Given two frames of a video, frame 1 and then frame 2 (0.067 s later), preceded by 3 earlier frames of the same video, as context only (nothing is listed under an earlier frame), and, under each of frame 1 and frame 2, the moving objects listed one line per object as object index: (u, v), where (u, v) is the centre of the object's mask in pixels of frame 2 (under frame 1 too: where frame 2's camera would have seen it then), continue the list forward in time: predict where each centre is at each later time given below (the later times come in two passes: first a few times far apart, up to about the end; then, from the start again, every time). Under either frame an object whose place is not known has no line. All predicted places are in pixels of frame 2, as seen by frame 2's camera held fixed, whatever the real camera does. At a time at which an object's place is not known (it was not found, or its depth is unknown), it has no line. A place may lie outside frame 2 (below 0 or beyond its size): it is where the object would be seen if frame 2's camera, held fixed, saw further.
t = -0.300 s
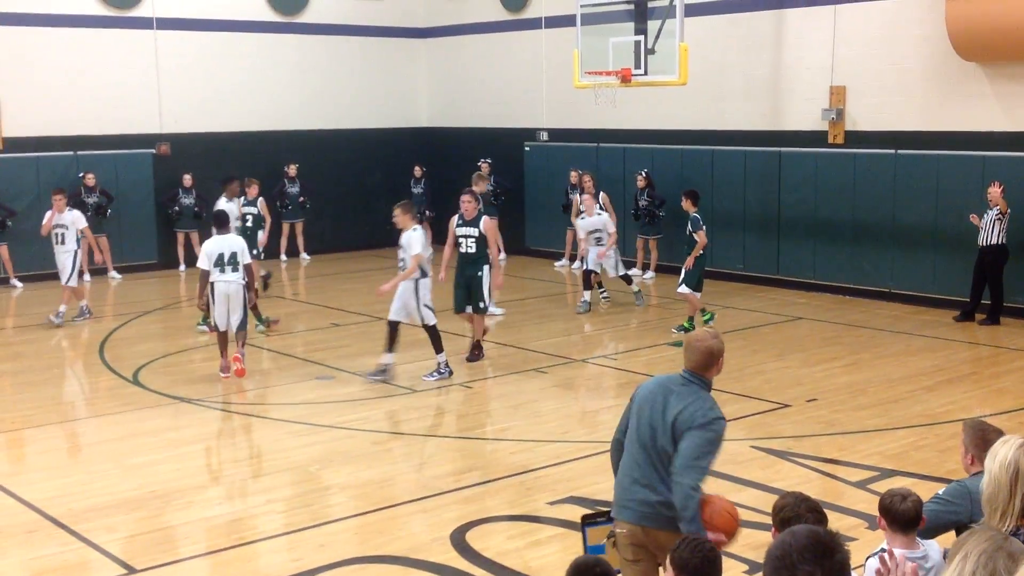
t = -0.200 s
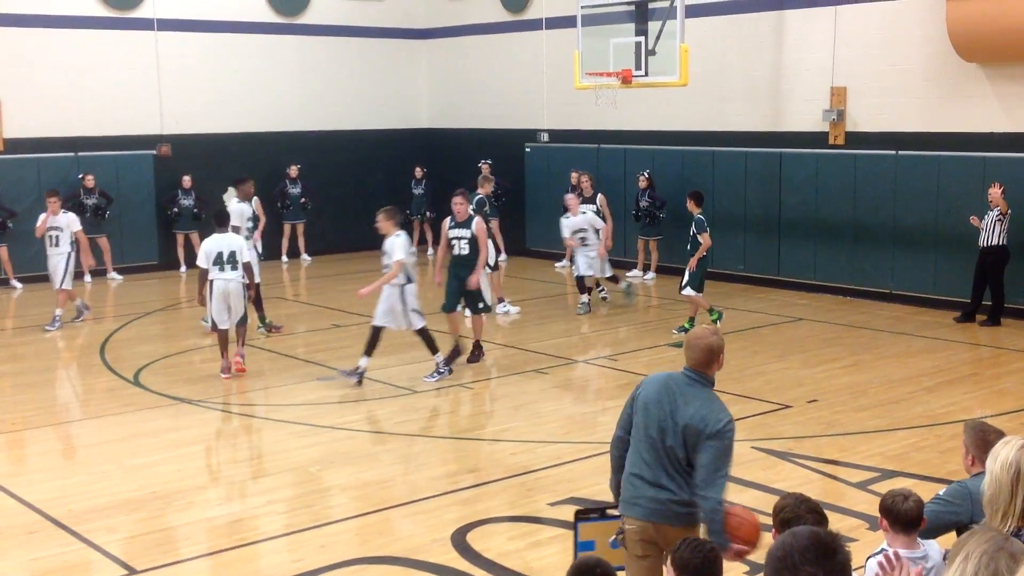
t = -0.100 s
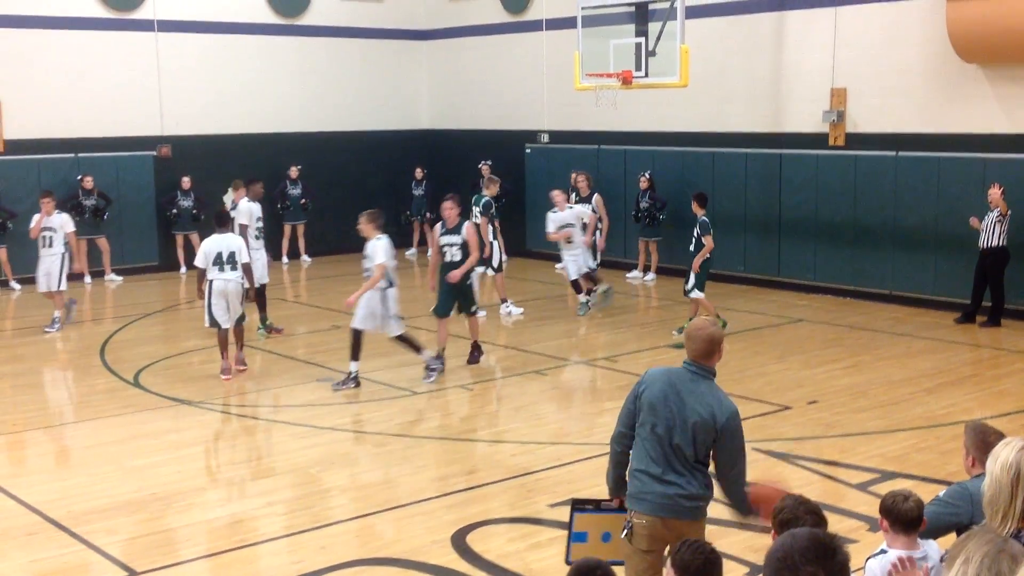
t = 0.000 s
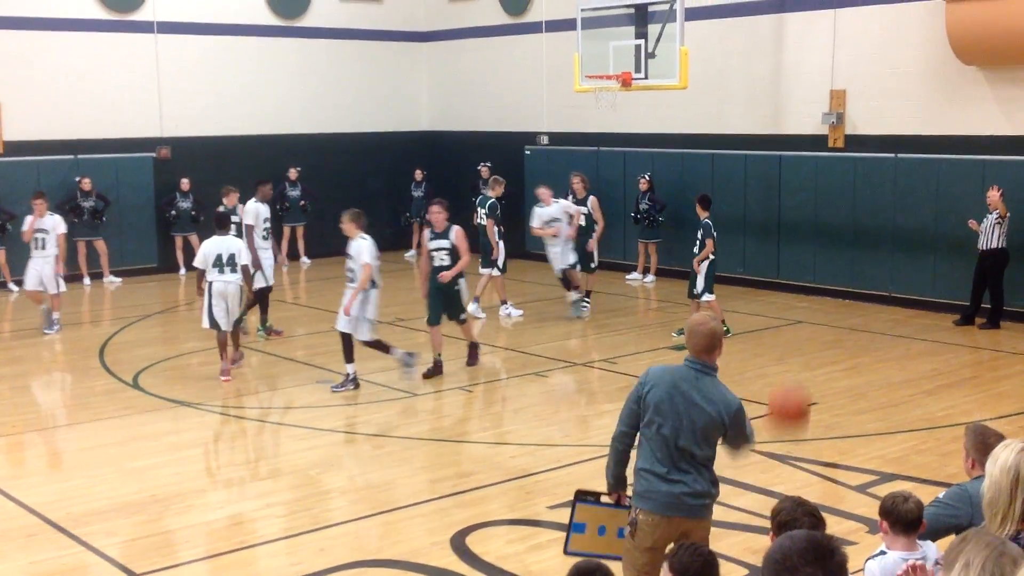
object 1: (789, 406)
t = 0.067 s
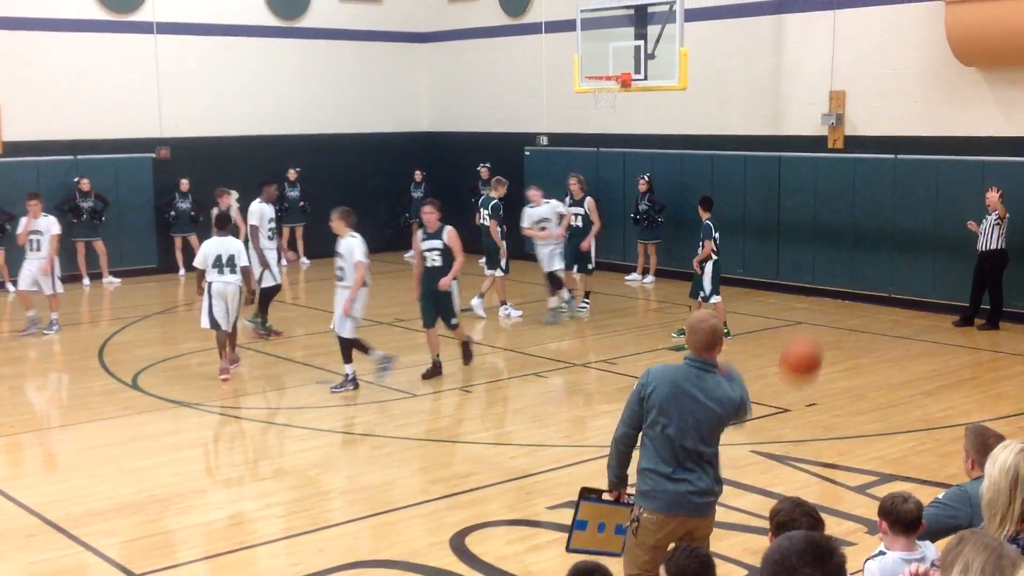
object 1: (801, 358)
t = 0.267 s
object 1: (831, 275)
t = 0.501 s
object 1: (857, 266)
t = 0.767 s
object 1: (878, 329)
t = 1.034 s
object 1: (905, 309)
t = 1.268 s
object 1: (932, 256)
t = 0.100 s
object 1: (806, 339)
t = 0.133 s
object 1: (812, 320)
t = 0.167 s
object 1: (817, 305)
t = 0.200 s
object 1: (822, 292)
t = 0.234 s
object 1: (826, 283)
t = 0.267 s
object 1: (831, 275)
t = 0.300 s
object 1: (835, 269)
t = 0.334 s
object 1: (839, 265)
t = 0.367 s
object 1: (843, 262)
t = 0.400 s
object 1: (847, 261)
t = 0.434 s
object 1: (851, 261)
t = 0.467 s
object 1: (854, 263)
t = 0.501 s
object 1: (857, 266)
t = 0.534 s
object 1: (860, 270)
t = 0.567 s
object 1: (862, 275)
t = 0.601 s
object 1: (865, 282)
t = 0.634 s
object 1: (868, 290)
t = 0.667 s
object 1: (870, 298)
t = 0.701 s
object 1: (873, 307)
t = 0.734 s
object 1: (875, 317)
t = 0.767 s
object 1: (878, 329)
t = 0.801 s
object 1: (880, 341)
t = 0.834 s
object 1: (882, 354)
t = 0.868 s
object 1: (884, 367)
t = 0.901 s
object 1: (888, 370)
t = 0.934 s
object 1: (892, 352)
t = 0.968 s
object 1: (897, 336)
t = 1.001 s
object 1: (900, 323)
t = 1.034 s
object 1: (905, 309)
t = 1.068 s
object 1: (909, 298)
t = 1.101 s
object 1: (913, 288)
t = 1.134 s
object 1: (917, 280)
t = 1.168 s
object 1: (921, 272)
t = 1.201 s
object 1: (925, 266)
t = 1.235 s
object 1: (929, 260)
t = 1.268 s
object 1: (932, 256)
